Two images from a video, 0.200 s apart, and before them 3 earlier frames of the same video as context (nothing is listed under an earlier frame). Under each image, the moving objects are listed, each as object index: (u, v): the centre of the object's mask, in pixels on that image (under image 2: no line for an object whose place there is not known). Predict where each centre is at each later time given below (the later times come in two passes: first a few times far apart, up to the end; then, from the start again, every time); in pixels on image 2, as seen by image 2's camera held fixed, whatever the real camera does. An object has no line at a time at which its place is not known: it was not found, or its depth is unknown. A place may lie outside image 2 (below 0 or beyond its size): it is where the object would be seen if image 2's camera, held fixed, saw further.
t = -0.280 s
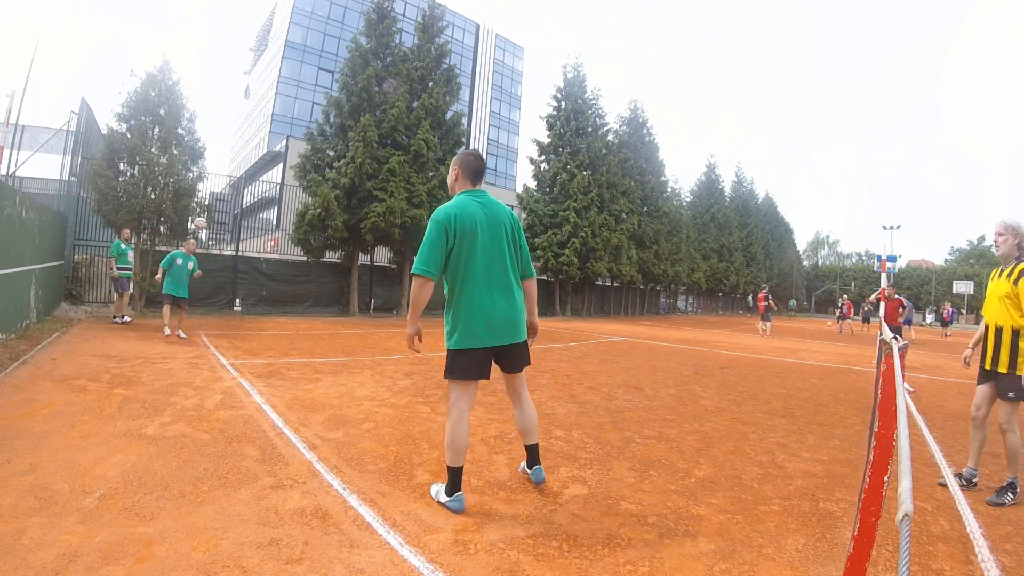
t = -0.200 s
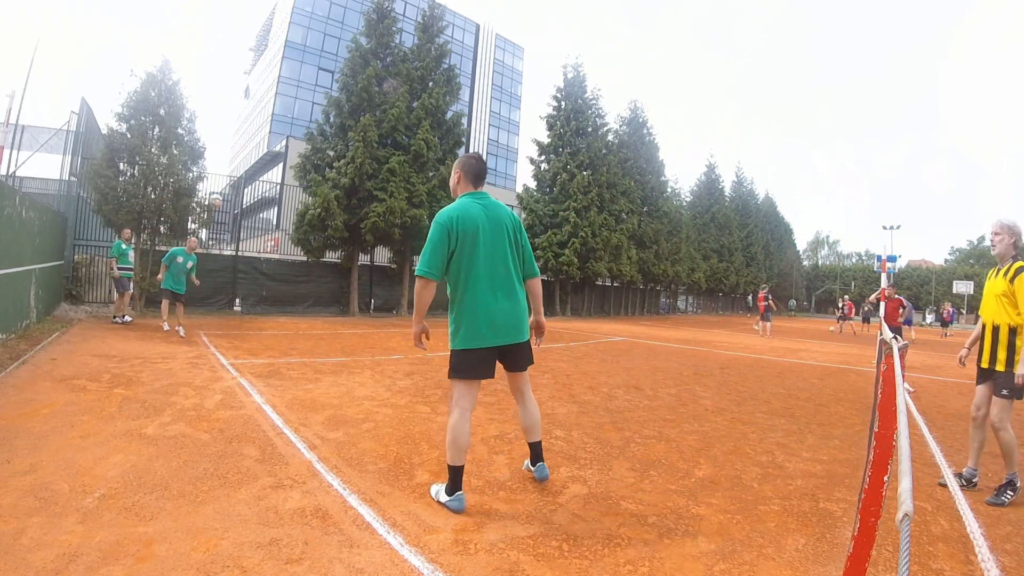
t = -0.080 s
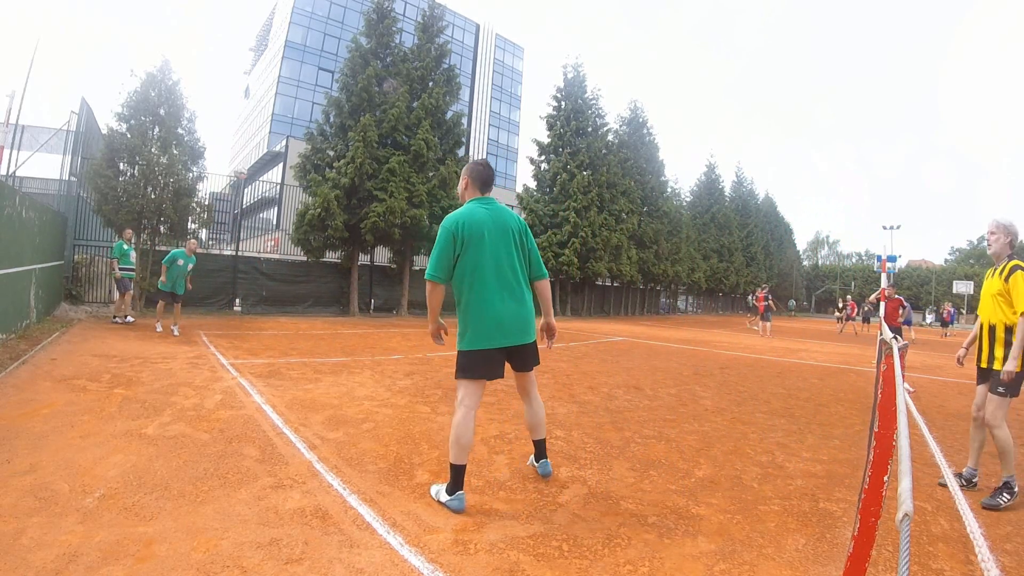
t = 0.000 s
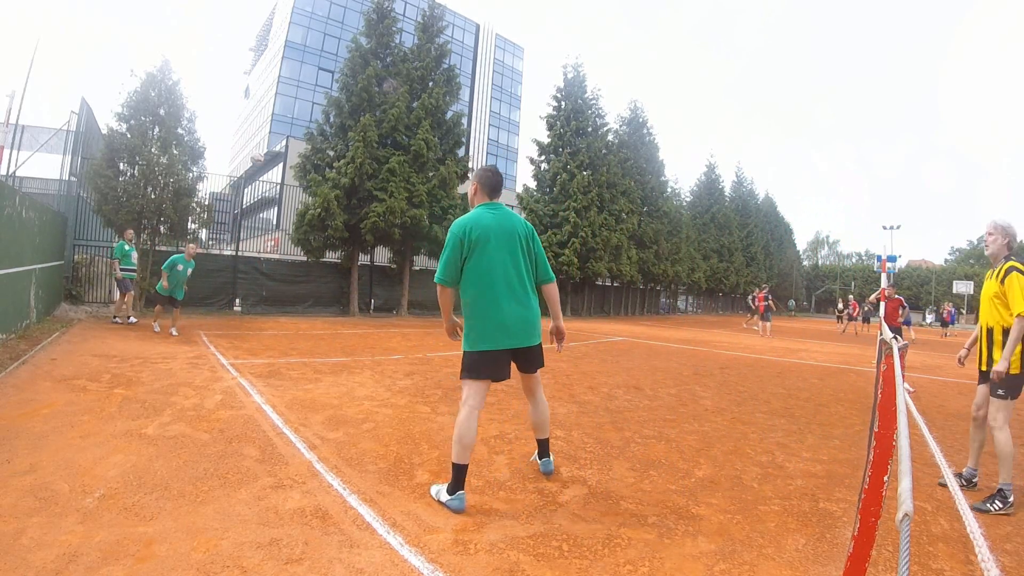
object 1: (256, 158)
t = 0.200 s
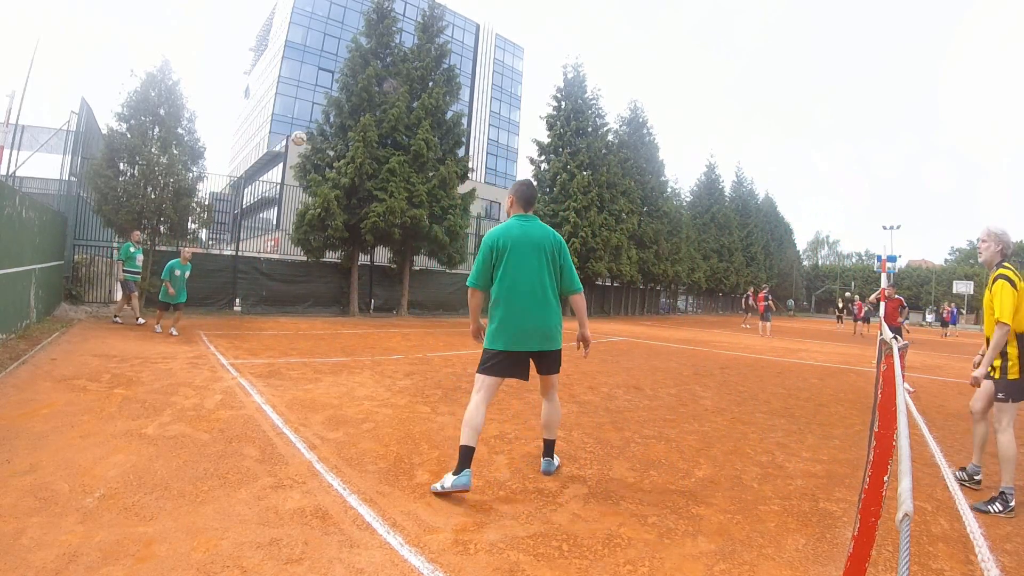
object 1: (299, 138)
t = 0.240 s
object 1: (307, 138)
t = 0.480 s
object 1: (358, 155)
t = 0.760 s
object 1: (419, 235)
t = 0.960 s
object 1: (466, 334)
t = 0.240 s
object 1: (307, 138)
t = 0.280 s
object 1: (315, 138)
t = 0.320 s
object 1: (324, 139)
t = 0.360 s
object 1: (332, 141)
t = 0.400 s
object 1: (341, 145)
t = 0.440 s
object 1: (349, 149)
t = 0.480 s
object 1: (358, 155)
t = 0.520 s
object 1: (366, 163)
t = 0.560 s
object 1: (375, 171)
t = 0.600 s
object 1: (384, 181)
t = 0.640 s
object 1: (392, 192)
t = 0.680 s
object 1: (401, 205)
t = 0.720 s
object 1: (410, 219)
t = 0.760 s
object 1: (419, 235)
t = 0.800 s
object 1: (428, 251)
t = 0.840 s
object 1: (438, 270)
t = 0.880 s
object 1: (447, 290)
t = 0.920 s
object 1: (457, 312)
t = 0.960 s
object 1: (466, 334)
